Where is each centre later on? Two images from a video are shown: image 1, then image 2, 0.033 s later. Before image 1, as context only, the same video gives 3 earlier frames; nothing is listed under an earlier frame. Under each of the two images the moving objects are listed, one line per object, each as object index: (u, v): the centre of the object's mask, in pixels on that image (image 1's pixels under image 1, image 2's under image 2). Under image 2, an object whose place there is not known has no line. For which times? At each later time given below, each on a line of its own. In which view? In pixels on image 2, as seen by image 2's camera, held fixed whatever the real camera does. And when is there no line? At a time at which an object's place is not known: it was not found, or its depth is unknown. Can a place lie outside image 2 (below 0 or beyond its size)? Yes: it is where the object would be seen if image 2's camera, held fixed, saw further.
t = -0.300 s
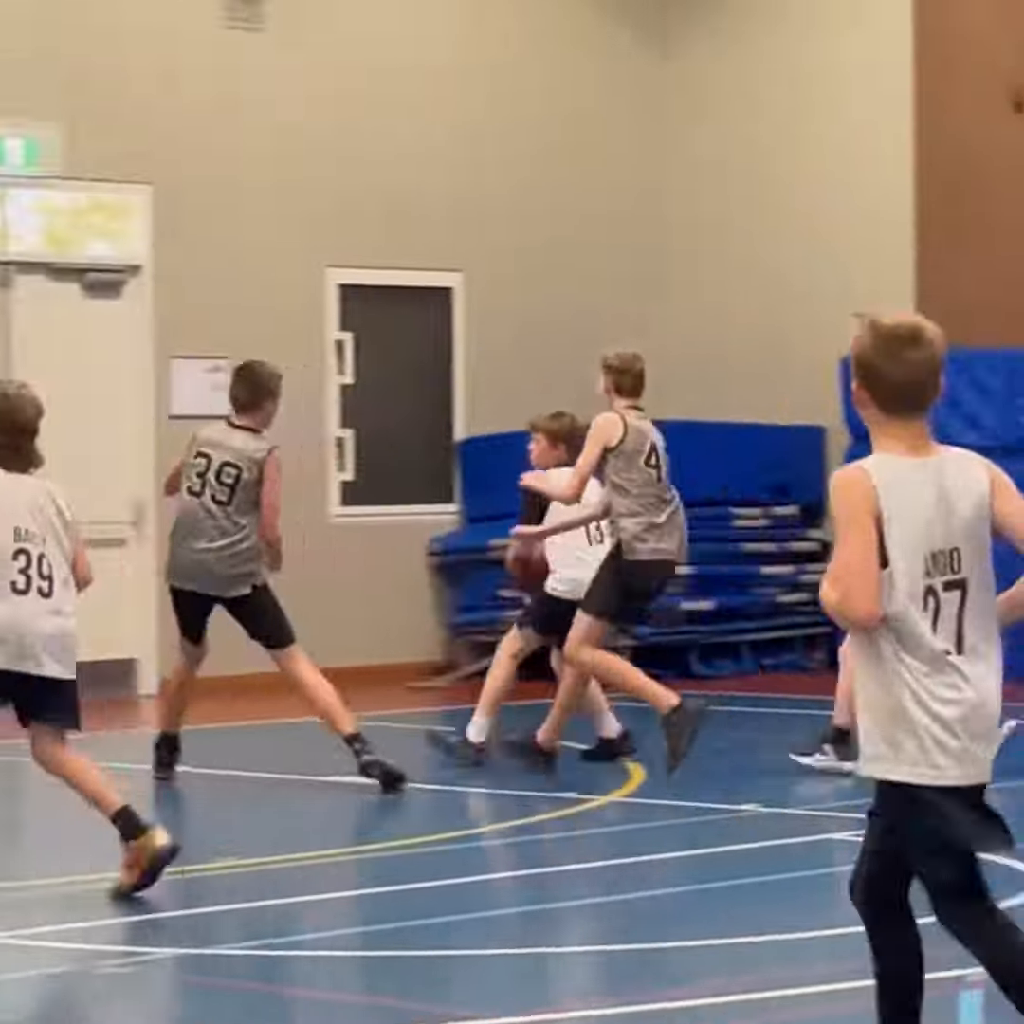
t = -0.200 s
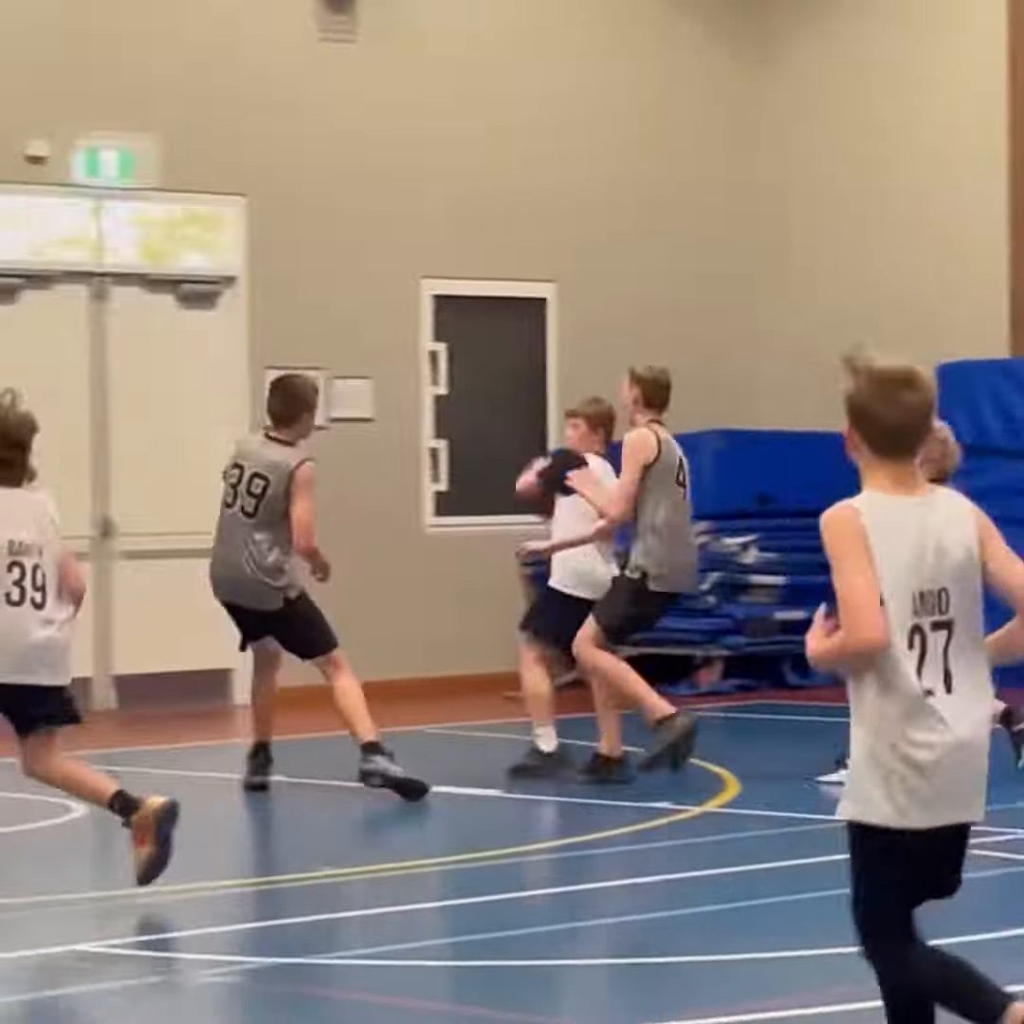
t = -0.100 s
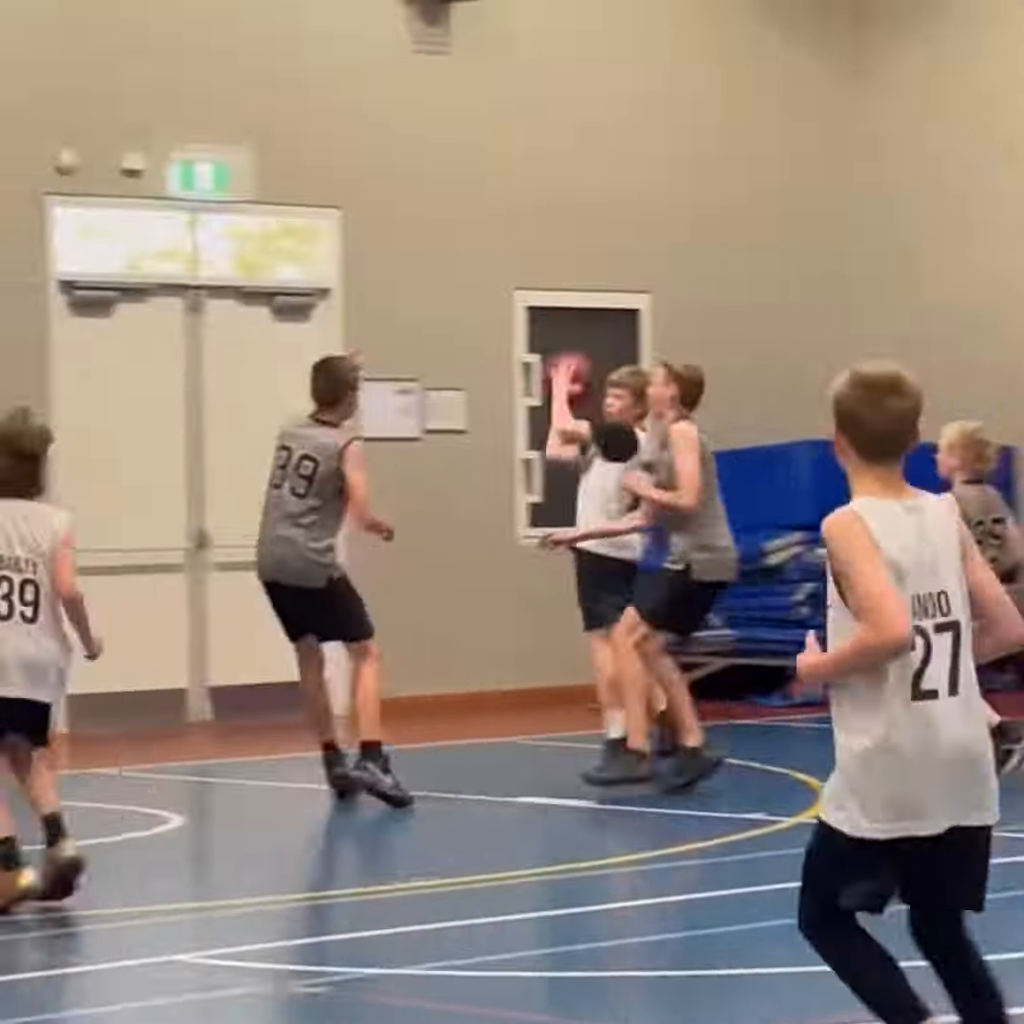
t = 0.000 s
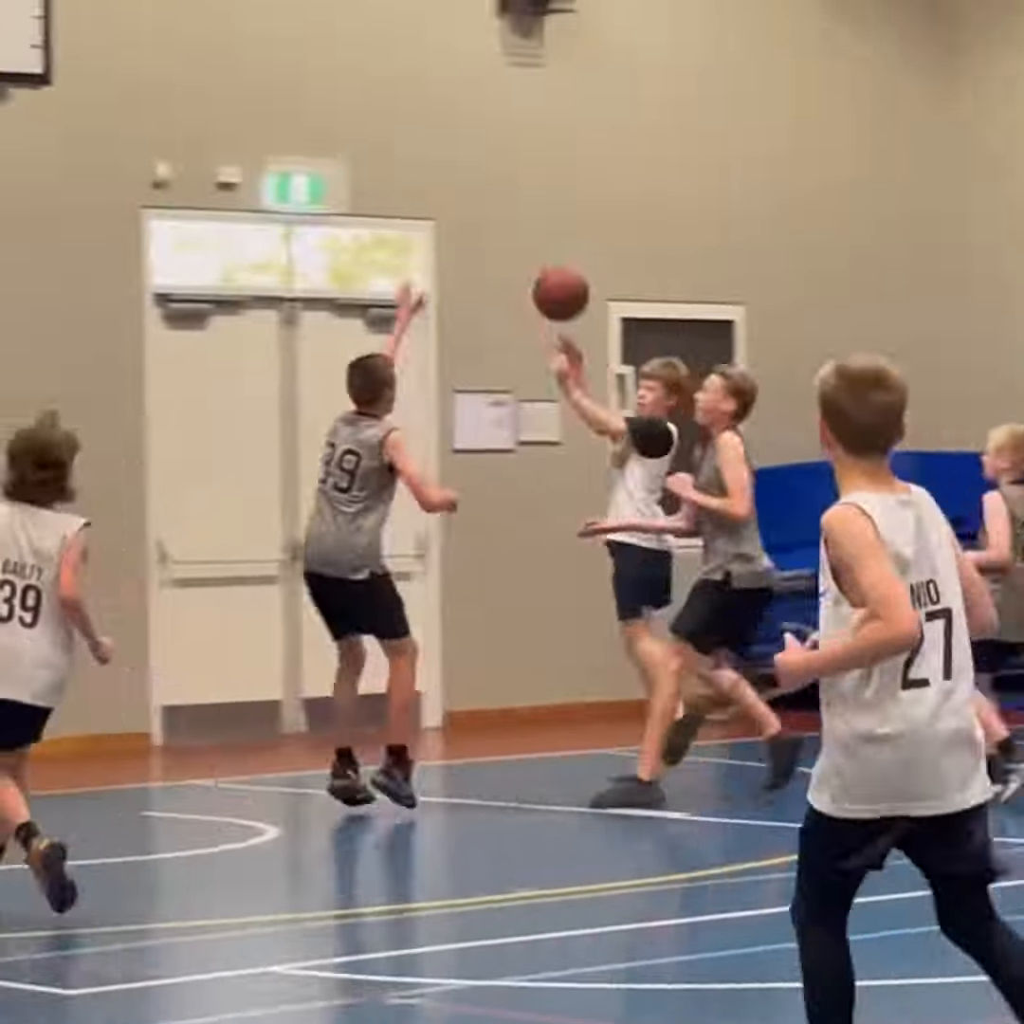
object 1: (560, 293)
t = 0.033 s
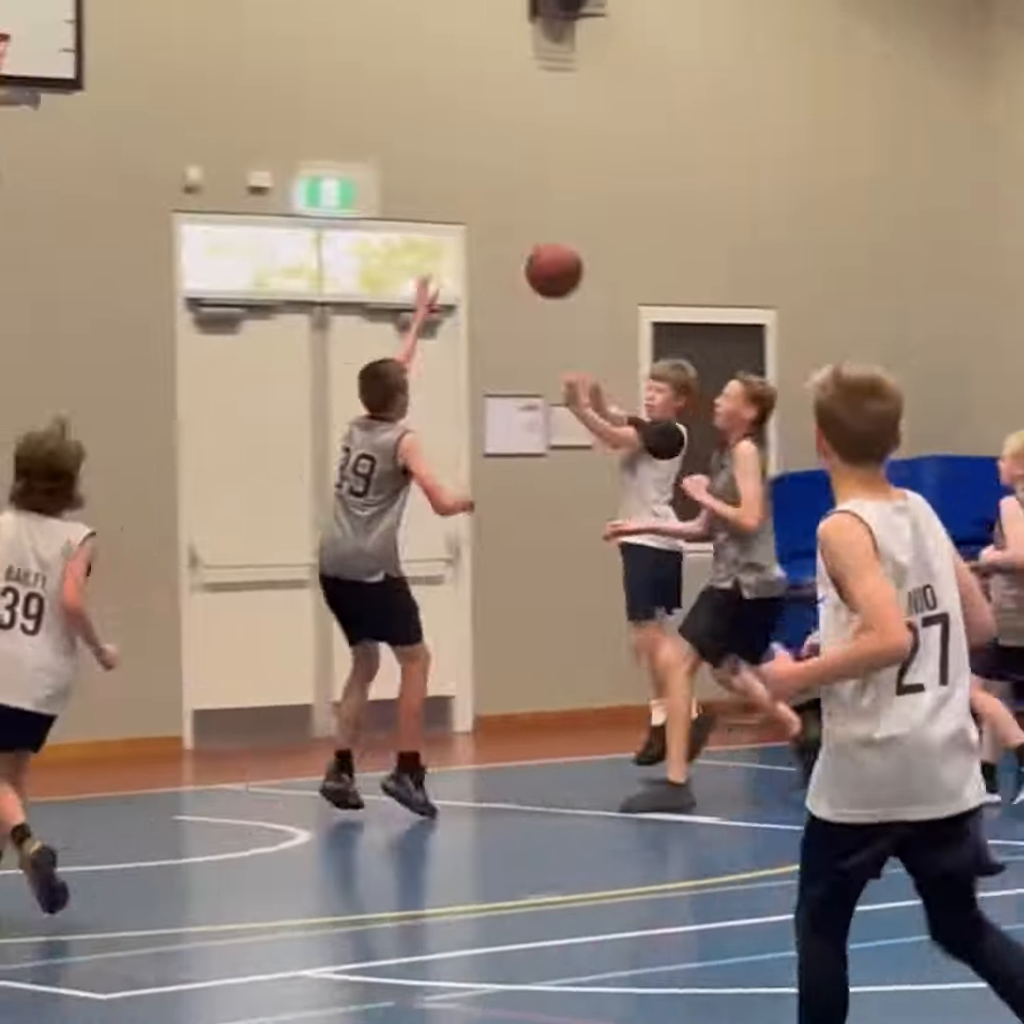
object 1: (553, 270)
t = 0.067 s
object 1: (516, 245)
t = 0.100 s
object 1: (478, 223)
